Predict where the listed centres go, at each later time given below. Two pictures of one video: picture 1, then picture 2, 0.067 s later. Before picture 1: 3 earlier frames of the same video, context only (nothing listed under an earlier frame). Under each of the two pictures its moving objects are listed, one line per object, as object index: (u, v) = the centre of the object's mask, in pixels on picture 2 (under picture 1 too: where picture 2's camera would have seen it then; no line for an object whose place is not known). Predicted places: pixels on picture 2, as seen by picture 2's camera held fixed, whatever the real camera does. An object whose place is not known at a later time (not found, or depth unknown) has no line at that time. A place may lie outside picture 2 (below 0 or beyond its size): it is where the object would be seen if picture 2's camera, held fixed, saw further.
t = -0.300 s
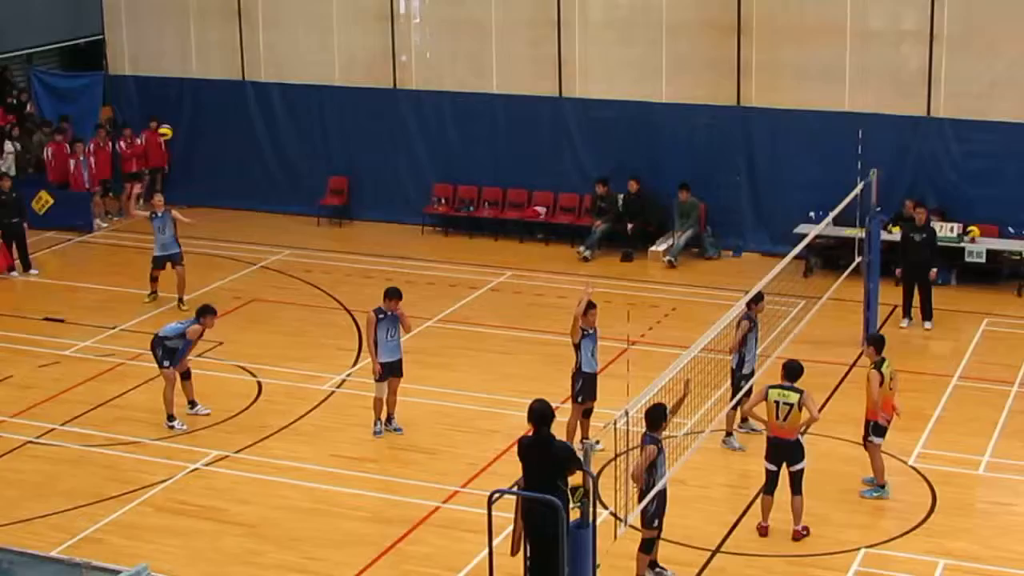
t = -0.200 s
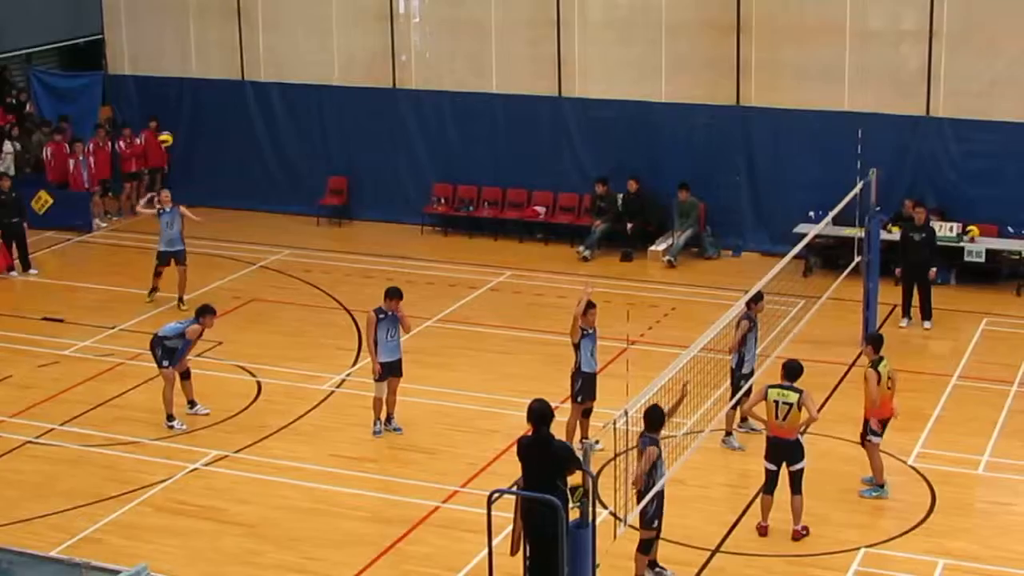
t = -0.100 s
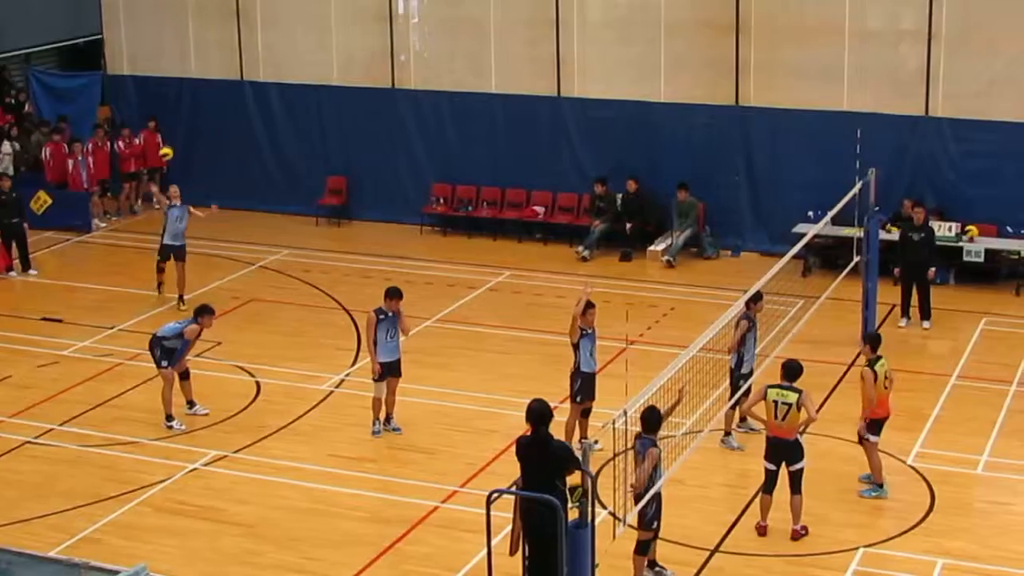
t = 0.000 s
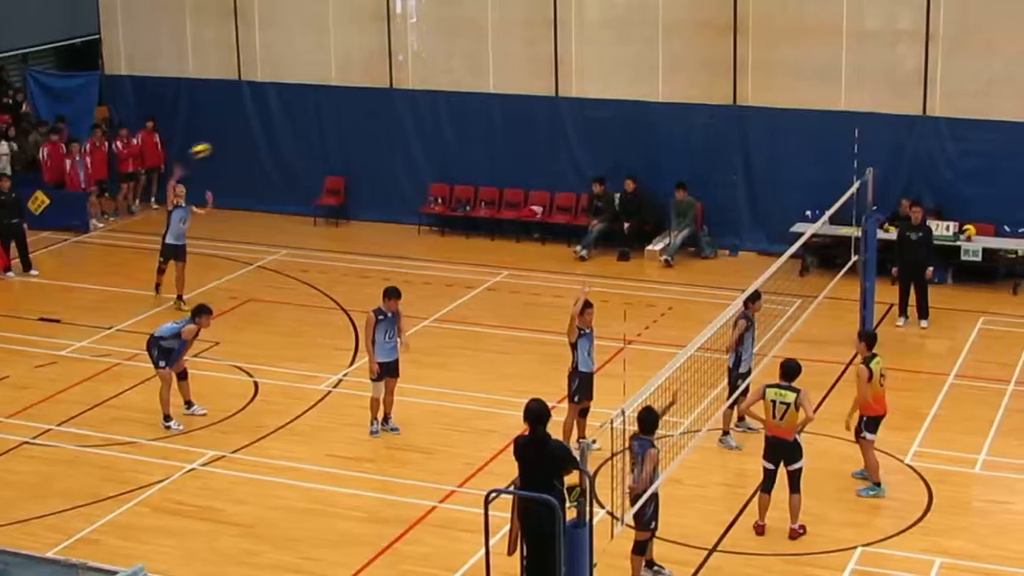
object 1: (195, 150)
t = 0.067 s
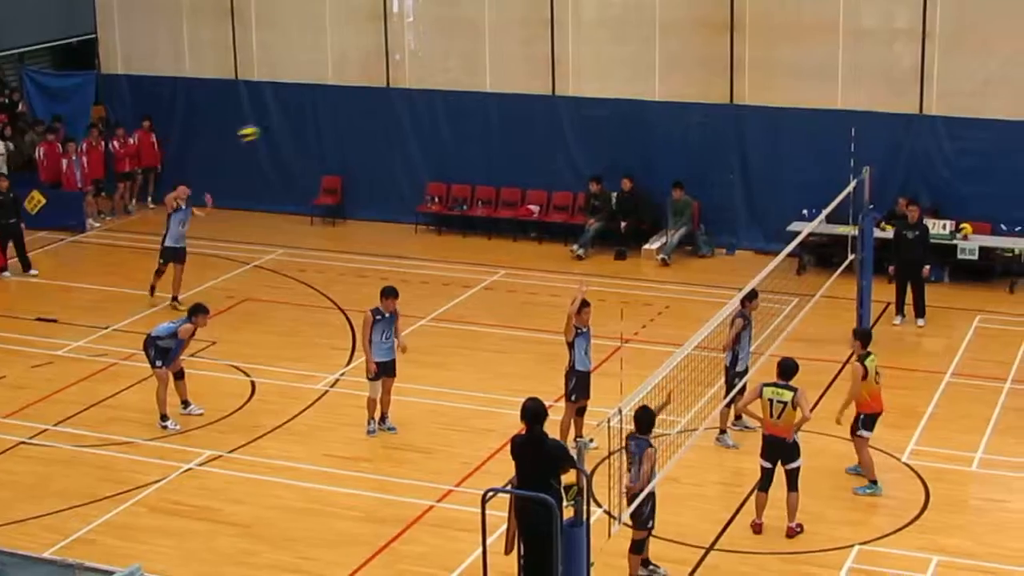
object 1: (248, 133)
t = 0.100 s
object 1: (275, 126)
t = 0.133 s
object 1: (304, 119)
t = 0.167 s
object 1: (330, 113)
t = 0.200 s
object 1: (358, 107)
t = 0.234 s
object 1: (386, 101)
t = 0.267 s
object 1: (414, 97)
